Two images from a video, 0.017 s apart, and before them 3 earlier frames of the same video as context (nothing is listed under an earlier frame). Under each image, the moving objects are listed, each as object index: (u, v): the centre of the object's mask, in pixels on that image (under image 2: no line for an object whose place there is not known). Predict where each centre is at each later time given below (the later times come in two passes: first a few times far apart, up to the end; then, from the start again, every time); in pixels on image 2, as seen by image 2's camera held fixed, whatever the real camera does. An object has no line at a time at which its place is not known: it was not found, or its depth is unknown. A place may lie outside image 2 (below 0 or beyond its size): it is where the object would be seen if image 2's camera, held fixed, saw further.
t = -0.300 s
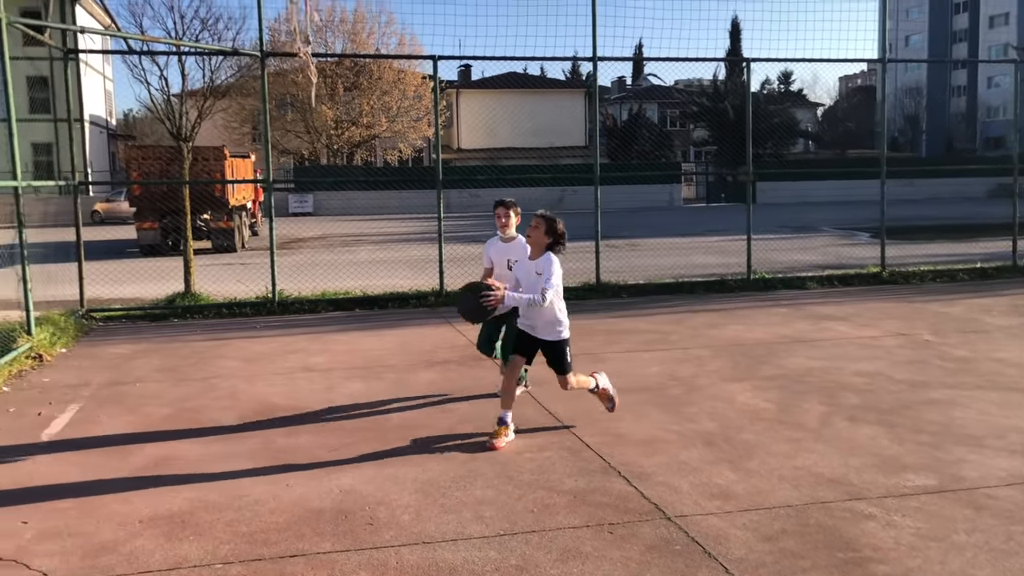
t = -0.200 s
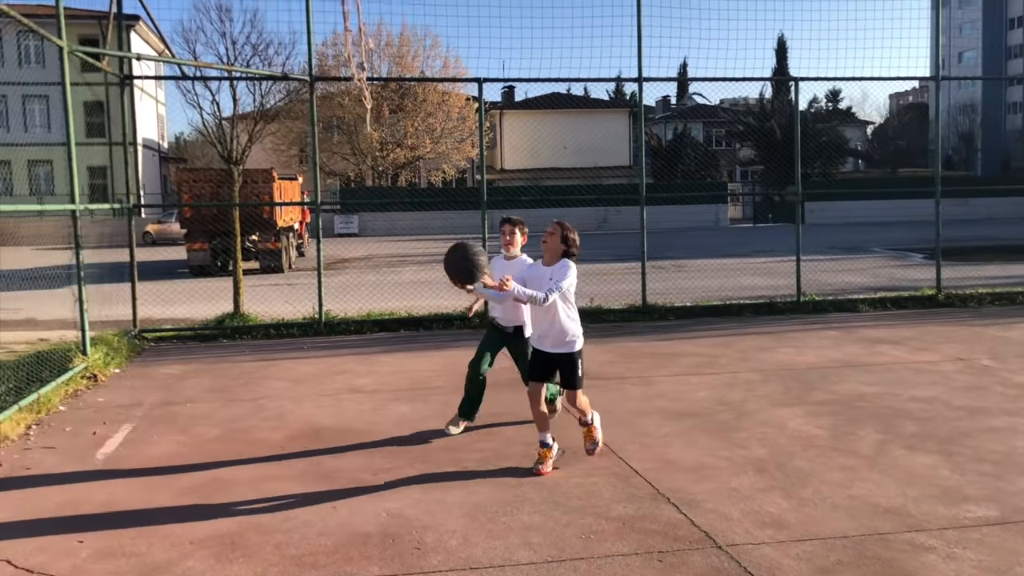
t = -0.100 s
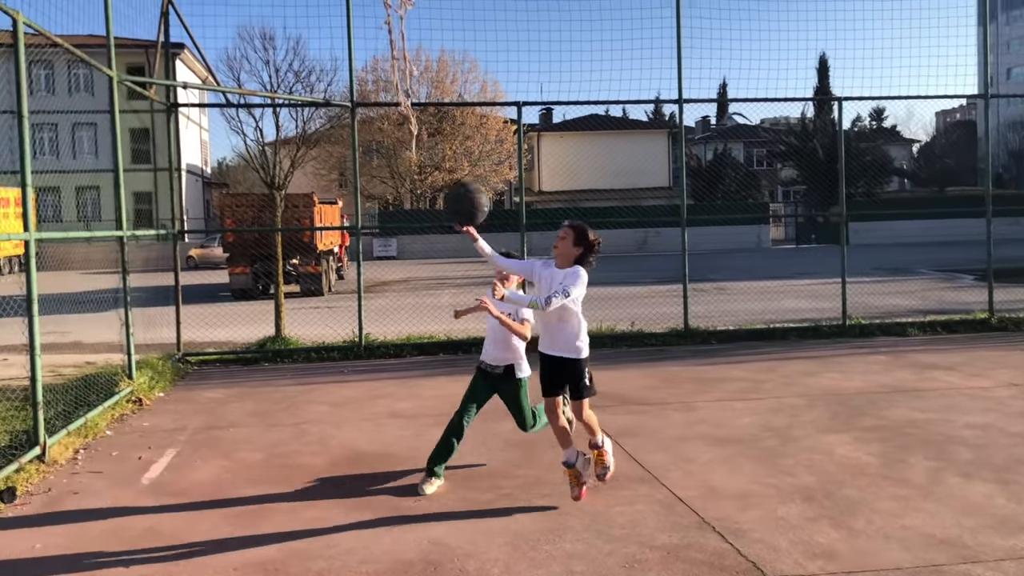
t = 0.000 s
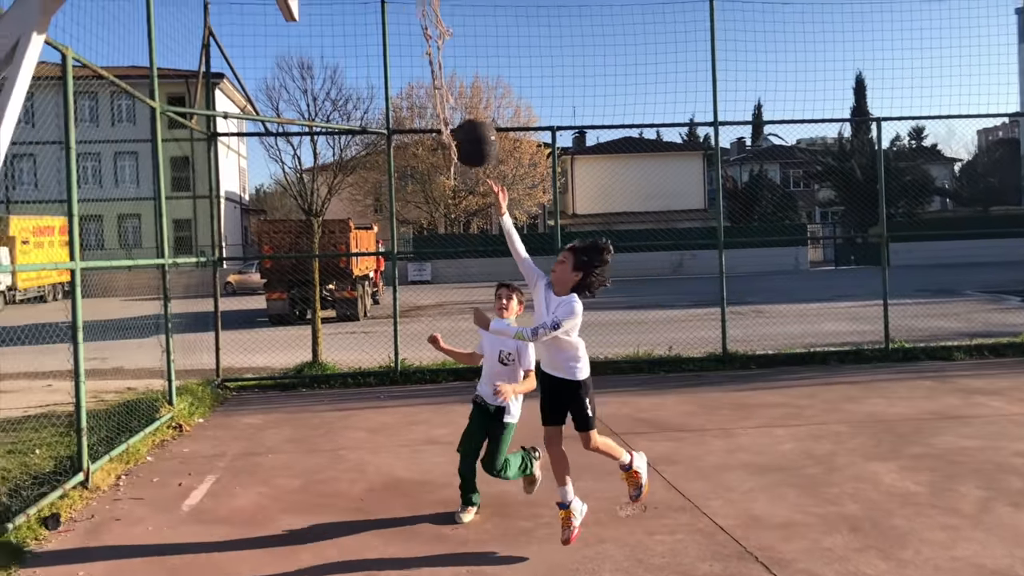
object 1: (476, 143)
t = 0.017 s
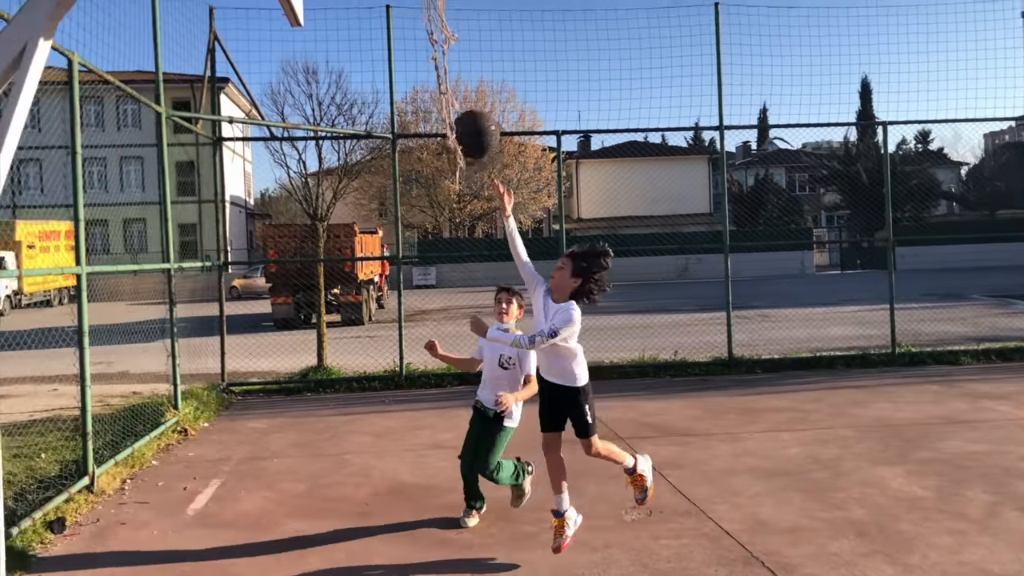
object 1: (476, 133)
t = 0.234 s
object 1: (409, -4)
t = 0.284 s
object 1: (394, -20)
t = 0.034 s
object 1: (473, 121)
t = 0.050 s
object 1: (471, 109)
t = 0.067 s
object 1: (467, 94)
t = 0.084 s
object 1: (459, 82)
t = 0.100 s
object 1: (453, 72)
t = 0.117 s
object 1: (447, 64)
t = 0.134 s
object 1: (435, 55)
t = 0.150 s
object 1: (432, 44)
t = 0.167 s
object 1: (420, 34)
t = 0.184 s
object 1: (417, 22)
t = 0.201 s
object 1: (413, 12)
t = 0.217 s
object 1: (412, 4)
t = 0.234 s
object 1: (409, -4)
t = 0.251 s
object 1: (404, -11)
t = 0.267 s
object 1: (399, -16)
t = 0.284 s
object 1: (394, -20)
